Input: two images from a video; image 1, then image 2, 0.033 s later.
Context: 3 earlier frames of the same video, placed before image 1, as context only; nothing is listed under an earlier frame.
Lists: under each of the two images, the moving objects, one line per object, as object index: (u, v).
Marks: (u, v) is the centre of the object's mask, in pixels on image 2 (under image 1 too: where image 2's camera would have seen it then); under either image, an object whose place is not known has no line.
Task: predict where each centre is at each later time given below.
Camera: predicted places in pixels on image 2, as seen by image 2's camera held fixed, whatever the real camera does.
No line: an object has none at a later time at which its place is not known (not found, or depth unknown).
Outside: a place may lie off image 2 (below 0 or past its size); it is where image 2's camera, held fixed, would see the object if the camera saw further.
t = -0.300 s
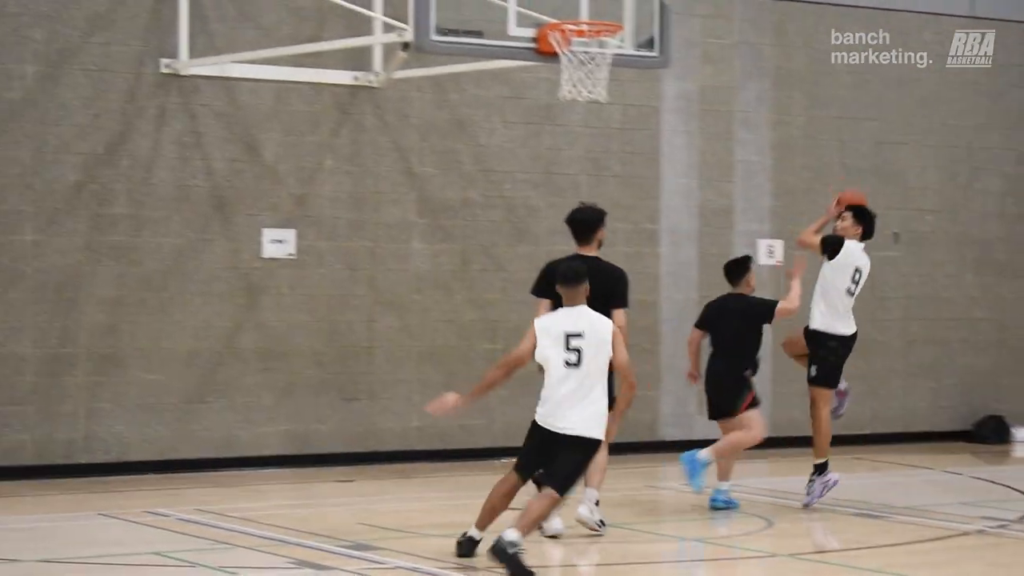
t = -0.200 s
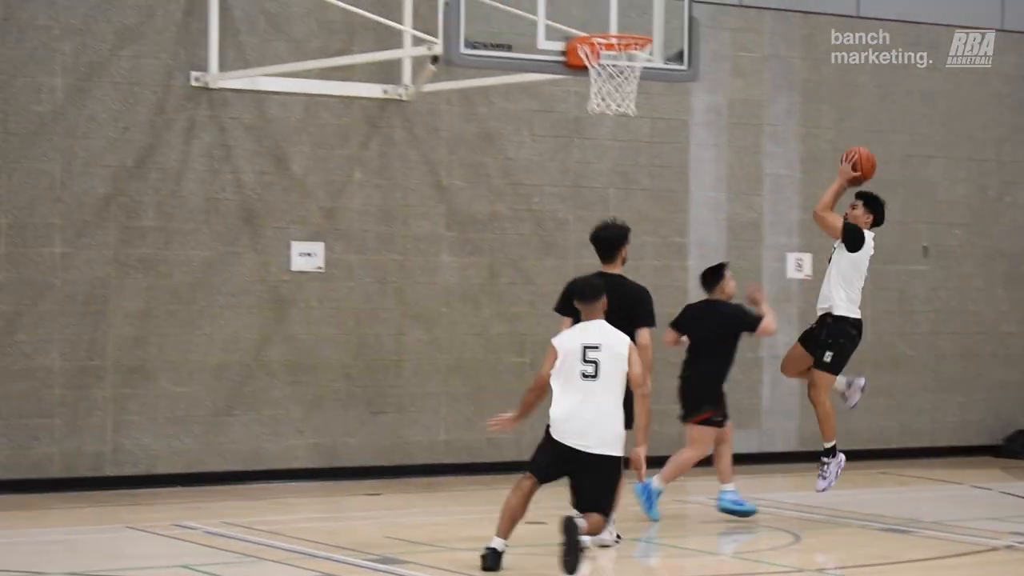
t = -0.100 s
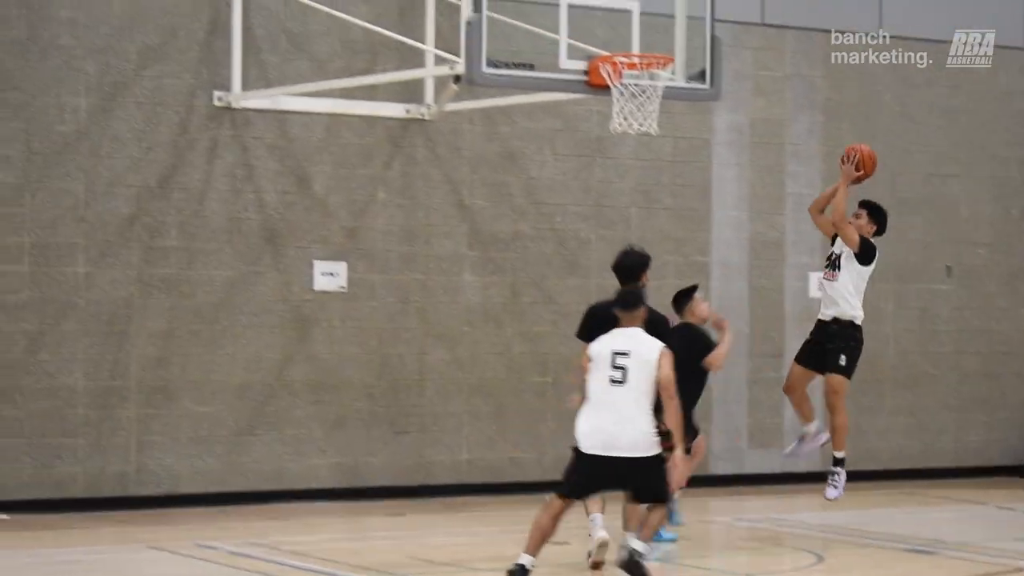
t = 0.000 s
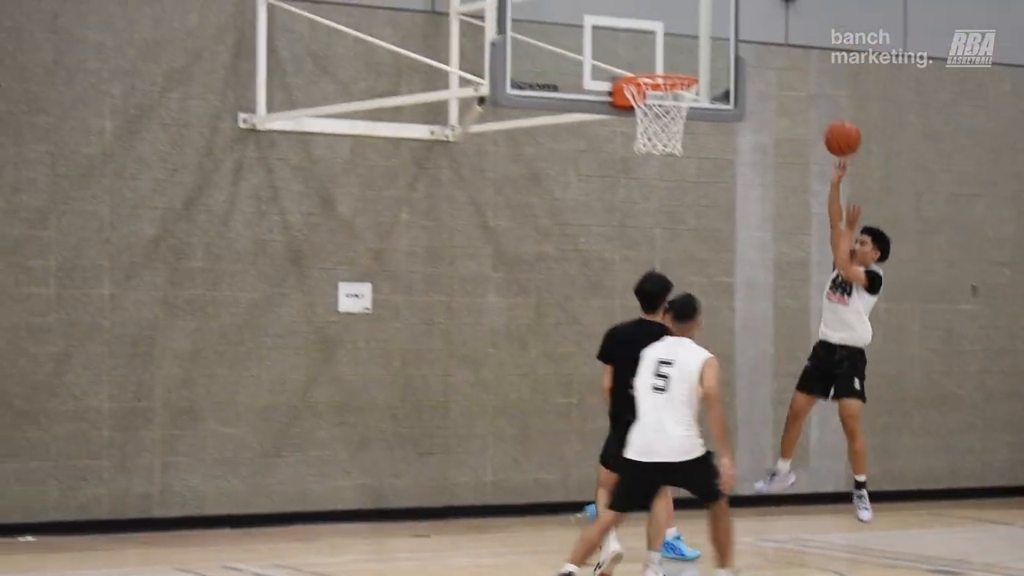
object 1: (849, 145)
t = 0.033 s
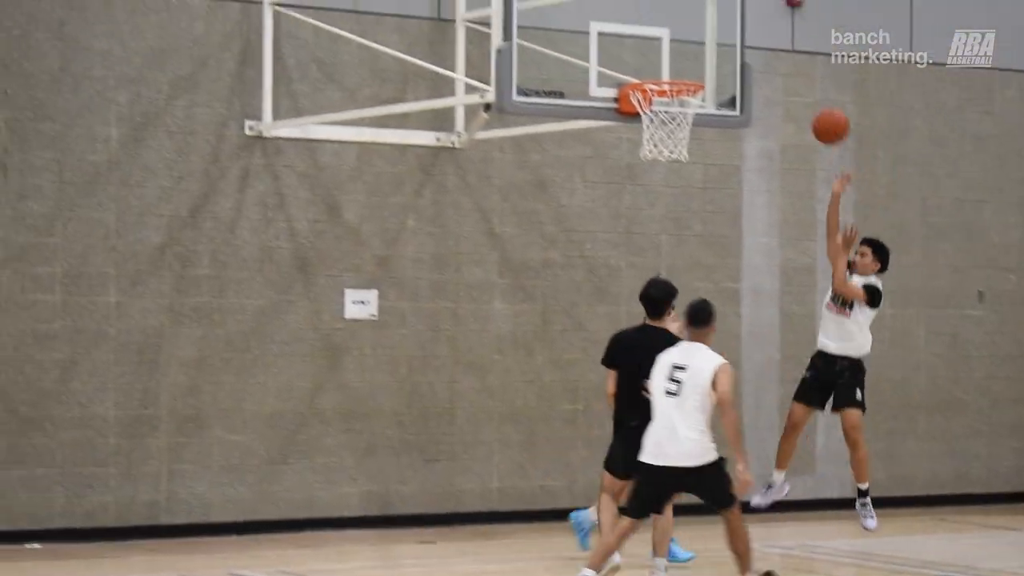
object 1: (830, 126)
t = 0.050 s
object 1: (821, 118)
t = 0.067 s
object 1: (812, 110)
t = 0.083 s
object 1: (803, 102)
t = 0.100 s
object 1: (793, 94)
